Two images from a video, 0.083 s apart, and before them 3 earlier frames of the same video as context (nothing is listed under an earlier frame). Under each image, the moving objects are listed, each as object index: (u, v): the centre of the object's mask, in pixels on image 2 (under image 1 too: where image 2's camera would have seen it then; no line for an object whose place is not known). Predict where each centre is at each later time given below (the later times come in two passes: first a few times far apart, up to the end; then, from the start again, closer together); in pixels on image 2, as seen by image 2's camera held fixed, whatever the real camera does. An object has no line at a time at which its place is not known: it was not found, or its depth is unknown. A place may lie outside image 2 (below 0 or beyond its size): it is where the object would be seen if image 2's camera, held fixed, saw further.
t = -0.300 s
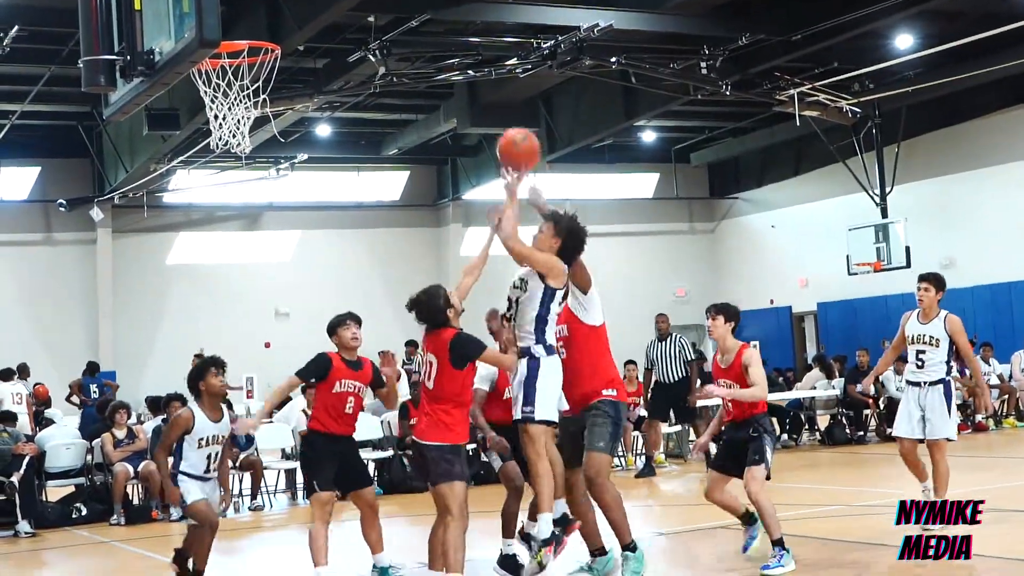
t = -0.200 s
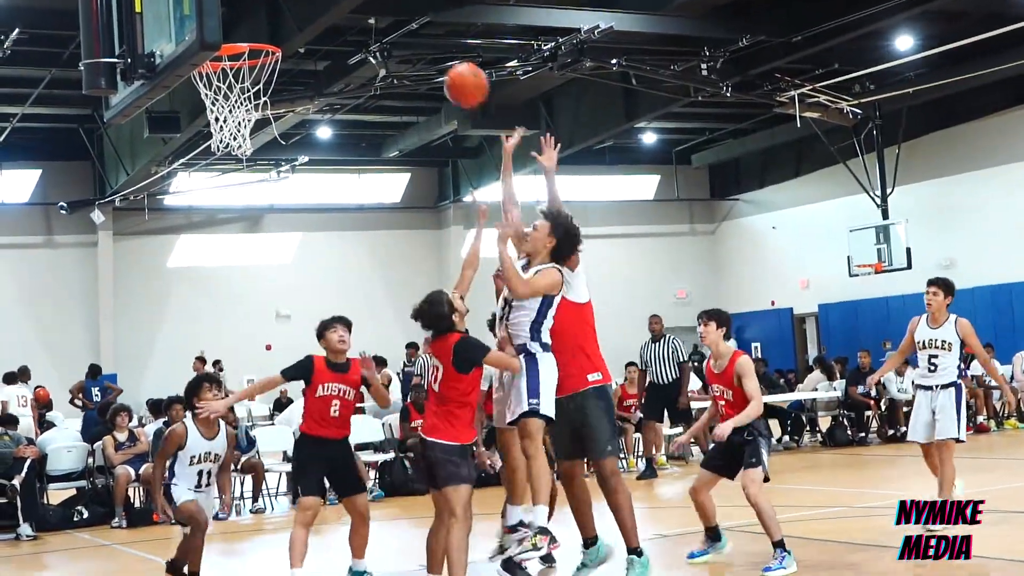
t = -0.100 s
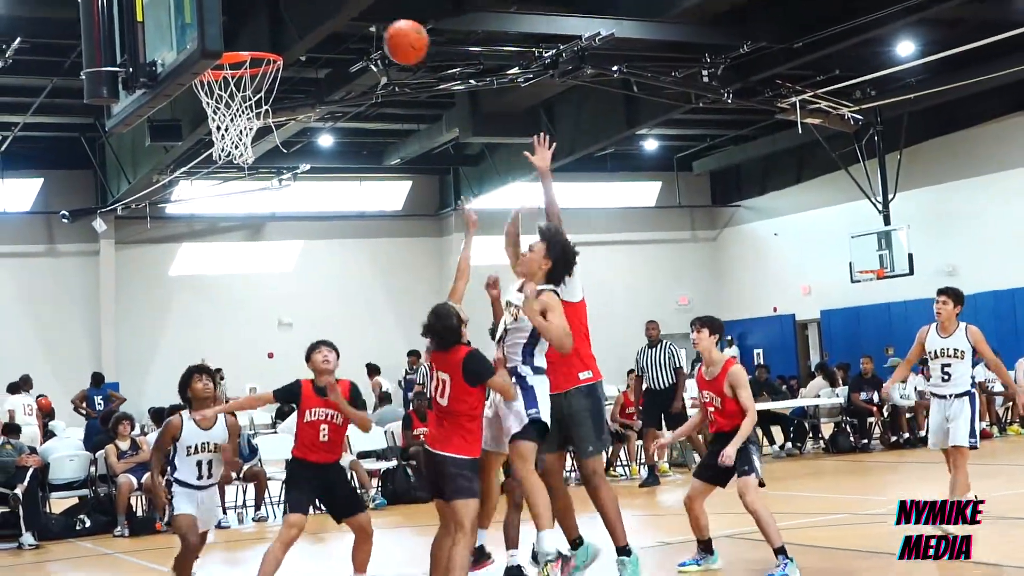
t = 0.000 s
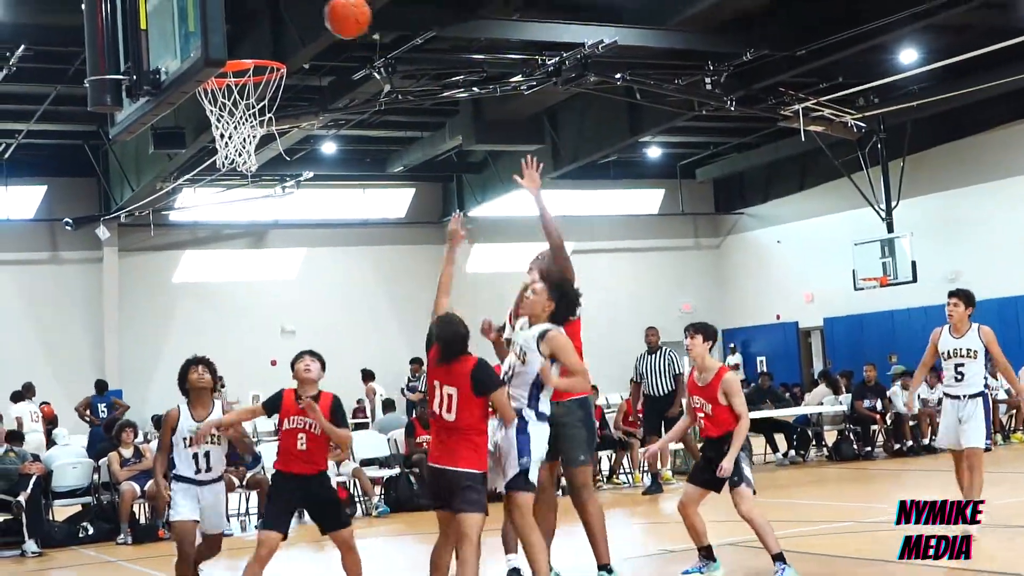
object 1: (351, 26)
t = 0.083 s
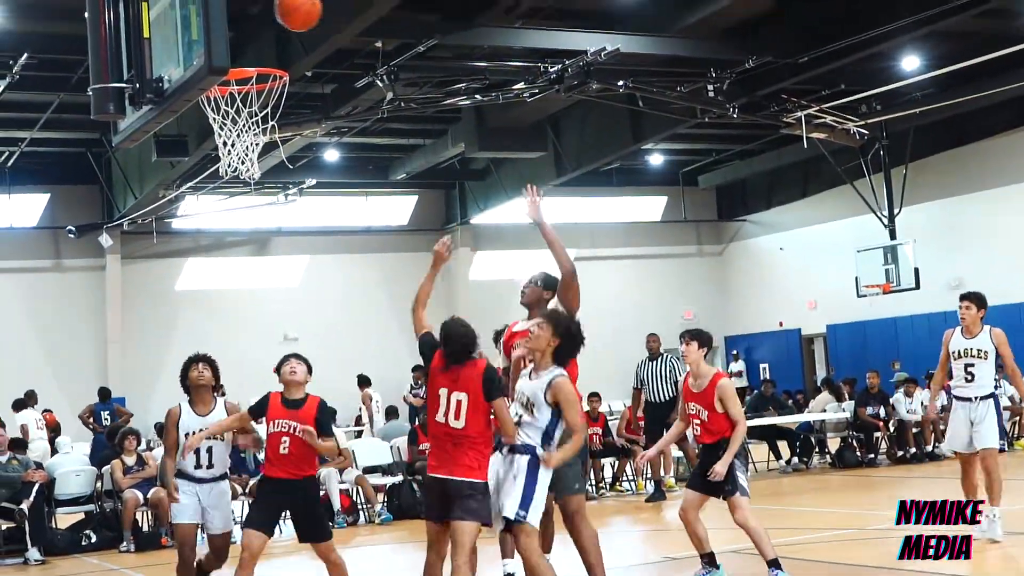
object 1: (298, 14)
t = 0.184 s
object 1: (241, 10)
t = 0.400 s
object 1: (260, 57)
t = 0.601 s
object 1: (242, 96)
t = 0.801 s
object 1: (282, 121)
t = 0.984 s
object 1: (278, 156)
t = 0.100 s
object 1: (288, 13)
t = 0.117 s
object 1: (277, 11)
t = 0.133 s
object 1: (267, 10)
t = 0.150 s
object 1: (256, 10)
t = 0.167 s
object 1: (247, 10)
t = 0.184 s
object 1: (241, 10)
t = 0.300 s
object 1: (230, 27)
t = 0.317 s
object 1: (235, 33)
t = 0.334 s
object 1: (238, 39)
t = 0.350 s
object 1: (242, 45)
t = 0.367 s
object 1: (247, 48)
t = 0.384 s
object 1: (252, 53)
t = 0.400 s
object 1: (260, 57)
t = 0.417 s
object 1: (267, 70)
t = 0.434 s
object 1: (261, 72)
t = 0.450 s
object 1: (256, 74)
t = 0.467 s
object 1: (248, 78)
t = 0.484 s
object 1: (240, 80)
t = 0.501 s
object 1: (234, 85)
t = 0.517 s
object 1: (227, 90)
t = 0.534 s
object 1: (227, 91)
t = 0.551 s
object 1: (229, 91)
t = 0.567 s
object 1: (233, 93)
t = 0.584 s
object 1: (237, 93)
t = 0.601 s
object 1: (242, 96)
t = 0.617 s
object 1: (248, 99)
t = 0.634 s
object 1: (254, 103)
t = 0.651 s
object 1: (258, 106)
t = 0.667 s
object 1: (263, 111)
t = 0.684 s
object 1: (269, 113)
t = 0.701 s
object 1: (273, 116)
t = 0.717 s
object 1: (276, 117)
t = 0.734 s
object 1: (278, 118)
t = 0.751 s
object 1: (279, 118)
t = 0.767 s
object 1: (280, 119)
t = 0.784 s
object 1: (281, 120)
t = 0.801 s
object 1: (282, 121)
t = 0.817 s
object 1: (283, 122)
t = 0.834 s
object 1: (283, 123)
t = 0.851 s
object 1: (283, 125)
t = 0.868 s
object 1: (281, 127)
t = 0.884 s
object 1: (282, 129)
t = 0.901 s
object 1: (282, 132)
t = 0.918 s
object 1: (282, 136)
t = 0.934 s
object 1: (281, 140)
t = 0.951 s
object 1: (280, 145)
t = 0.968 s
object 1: (279, 149)
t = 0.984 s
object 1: (278, 156)
